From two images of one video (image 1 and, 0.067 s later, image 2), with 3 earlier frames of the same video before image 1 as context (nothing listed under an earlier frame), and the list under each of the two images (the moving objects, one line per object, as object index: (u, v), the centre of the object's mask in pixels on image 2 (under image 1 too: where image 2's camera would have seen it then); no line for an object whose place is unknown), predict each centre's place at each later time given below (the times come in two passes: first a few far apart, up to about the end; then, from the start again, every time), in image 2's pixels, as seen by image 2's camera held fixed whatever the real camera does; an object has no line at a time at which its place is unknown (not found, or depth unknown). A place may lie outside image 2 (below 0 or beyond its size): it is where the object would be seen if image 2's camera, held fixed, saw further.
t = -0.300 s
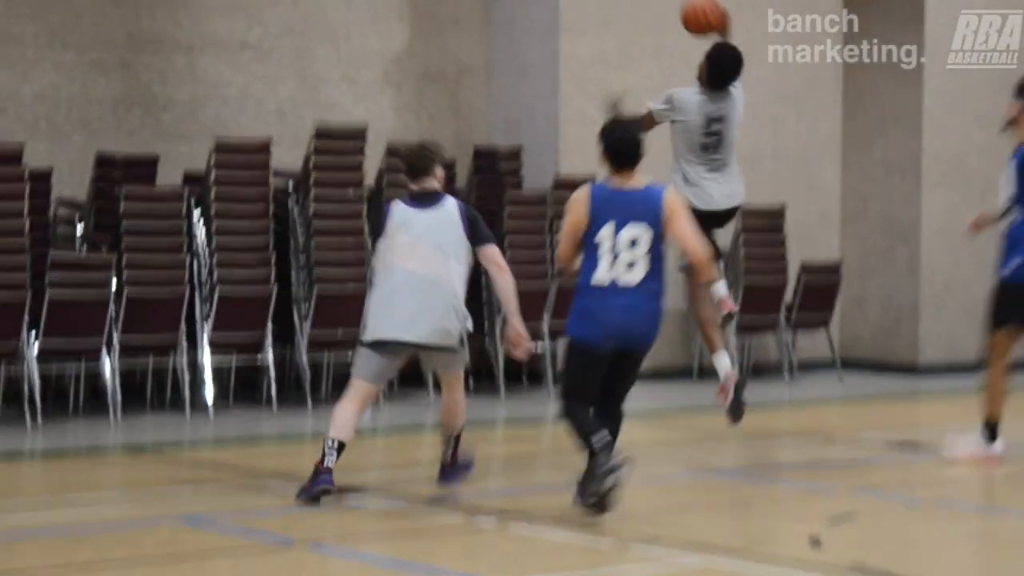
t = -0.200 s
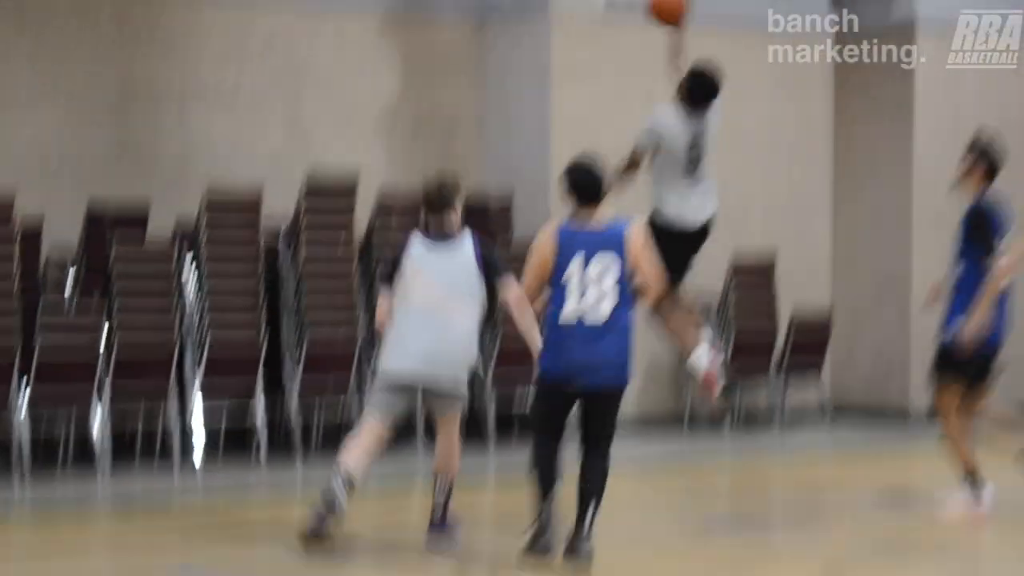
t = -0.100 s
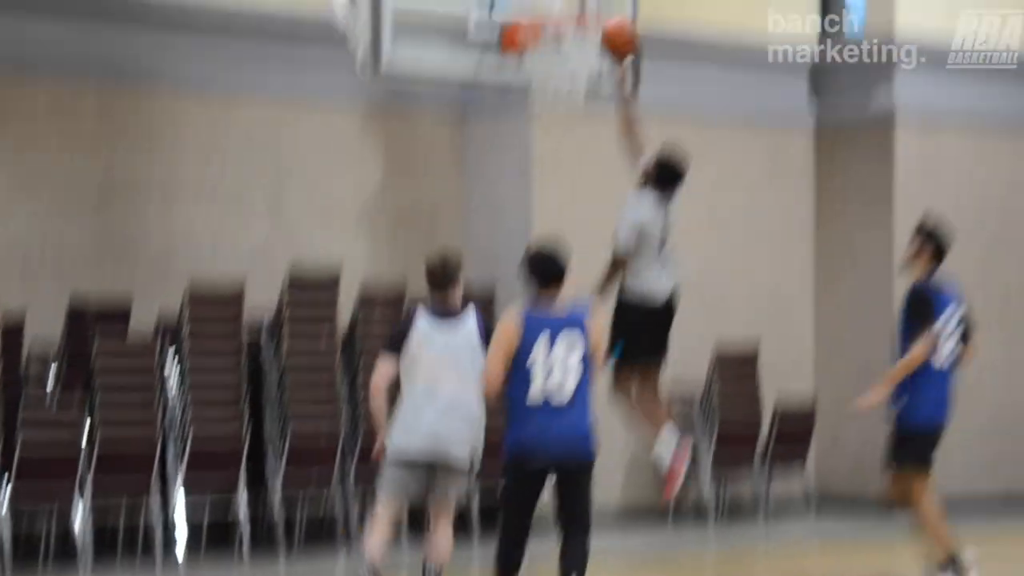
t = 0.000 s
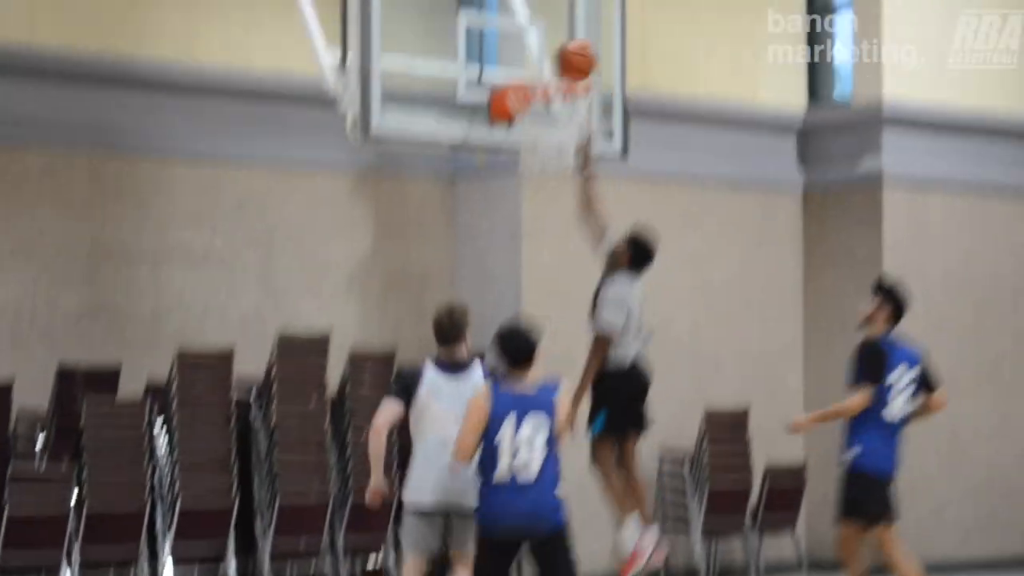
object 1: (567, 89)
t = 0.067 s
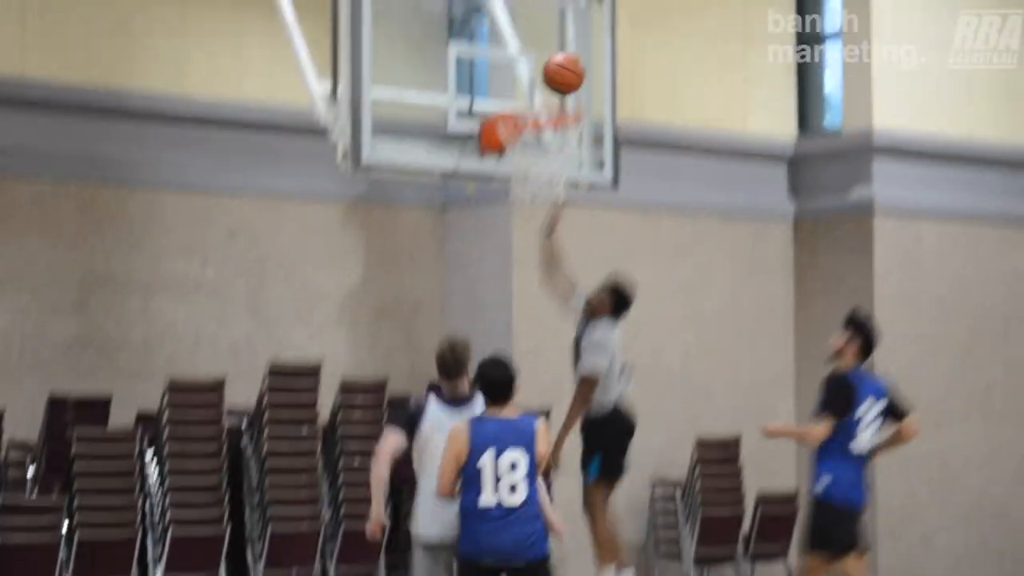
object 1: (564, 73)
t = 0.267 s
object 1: (562, 75)
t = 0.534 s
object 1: (530, 162)
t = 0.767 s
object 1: (489, 304)
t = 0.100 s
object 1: (563, 69)
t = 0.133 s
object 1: (563, 66)
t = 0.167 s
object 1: (562, 66)
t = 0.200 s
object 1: (562, 67)
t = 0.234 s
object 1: (562, 70)
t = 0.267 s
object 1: (562, 75)
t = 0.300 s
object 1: (562, 82)
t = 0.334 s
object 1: (562, 91)
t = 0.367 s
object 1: (562, 98)
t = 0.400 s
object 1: (560, 114)
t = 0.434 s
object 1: (551, 123)
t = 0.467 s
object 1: (546, 137)
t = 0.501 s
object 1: (538, 147)
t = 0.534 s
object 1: (530, 162)
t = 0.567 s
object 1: (522, 179)
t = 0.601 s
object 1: (515, 198)
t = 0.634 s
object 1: (510, 211)
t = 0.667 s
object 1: (505, 230)
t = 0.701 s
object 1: (500, 255)
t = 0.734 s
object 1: (494, 279)
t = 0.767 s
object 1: (489, 304)
